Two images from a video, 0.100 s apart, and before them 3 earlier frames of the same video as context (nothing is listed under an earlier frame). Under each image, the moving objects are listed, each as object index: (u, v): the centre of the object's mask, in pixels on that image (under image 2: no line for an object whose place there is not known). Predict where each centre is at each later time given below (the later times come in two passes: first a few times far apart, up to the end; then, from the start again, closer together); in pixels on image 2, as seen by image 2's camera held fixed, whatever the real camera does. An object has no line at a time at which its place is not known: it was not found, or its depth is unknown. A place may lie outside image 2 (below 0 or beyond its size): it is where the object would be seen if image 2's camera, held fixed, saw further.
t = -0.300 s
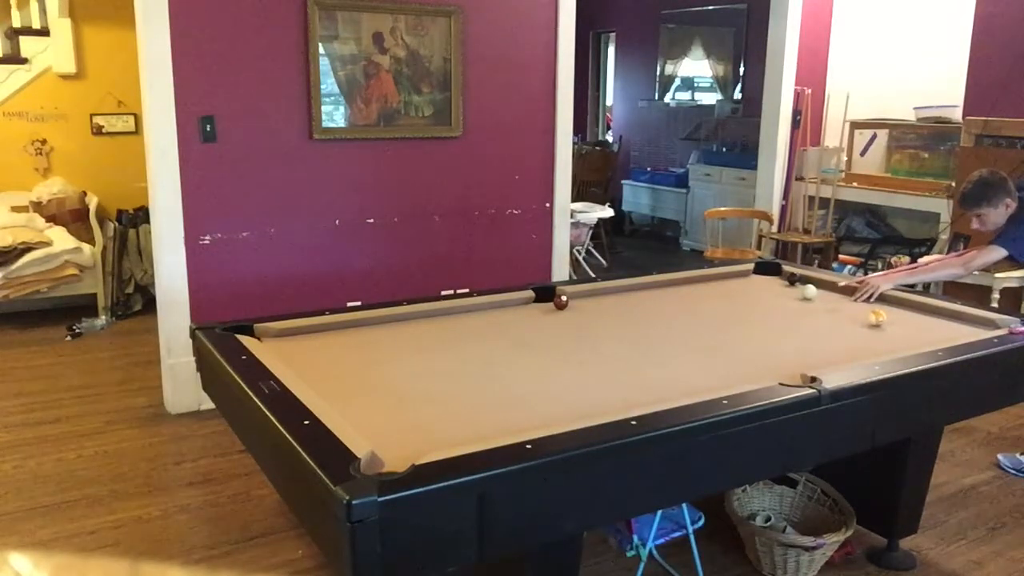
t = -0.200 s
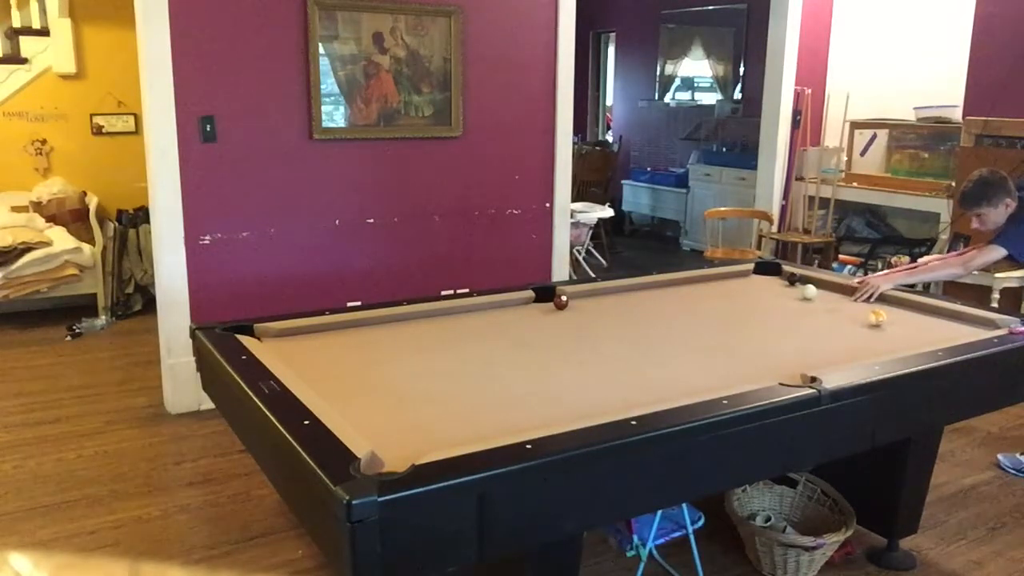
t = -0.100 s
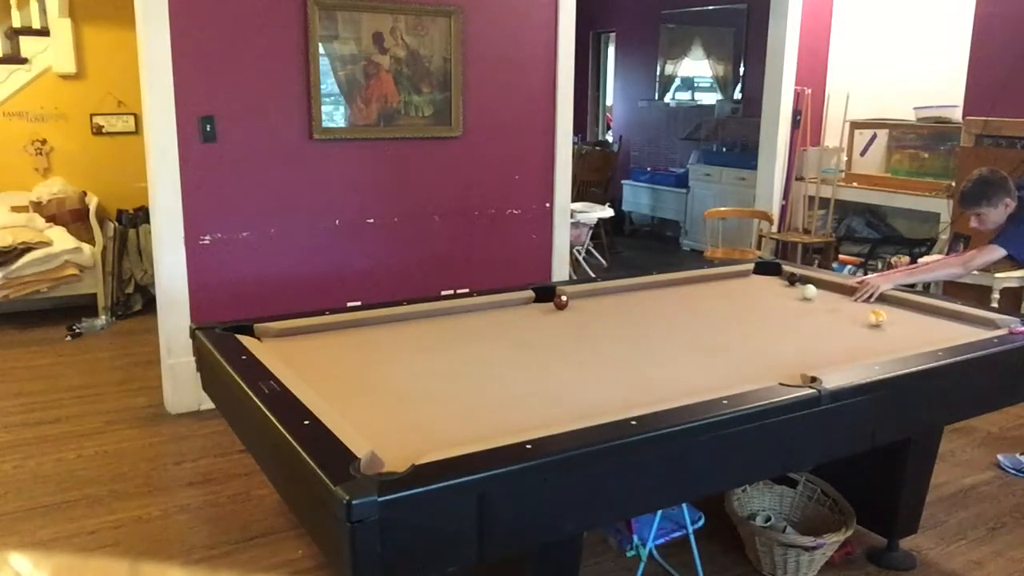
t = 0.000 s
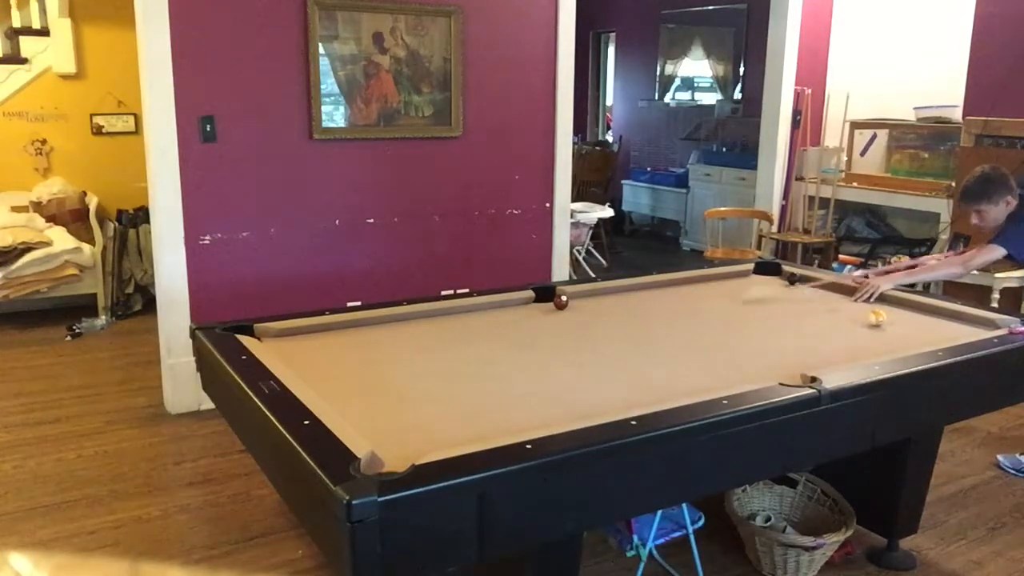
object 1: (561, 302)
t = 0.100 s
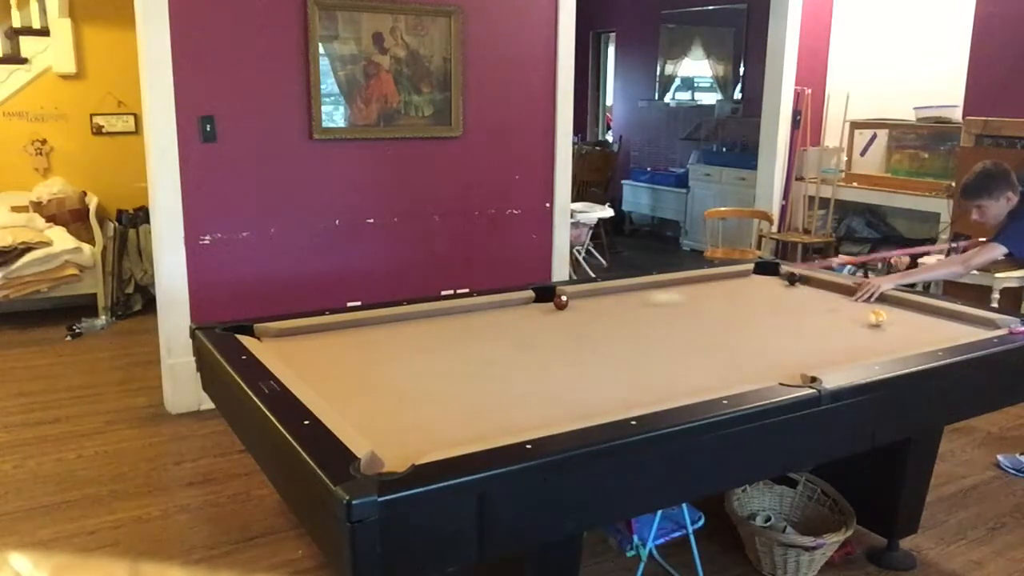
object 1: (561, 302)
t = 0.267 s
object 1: (501, 303)
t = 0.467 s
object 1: (400, 330)
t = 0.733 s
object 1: (301, 361)
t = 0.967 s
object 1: (394, 359)
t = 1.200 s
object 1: (482, 359)
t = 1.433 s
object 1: (565, 360)
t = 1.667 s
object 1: (648, 360)
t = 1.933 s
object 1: (737, 361)
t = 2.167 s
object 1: (812, 361)
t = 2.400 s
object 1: (861, 354)
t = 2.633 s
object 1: (880, 346)
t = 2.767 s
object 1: (889, 342)
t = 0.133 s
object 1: (561, 302)
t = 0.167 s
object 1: (561, 302)
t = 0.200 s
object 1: (558, 301)
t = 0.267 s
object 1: (501, 303)
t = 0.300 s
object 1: (482, 307)
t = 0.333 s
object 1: (467, 314)
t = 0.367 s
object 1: (450, 319)
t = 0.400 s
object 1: (433, 323)
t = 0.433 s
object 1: (416, 327)
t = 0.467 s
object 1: (400, 330)
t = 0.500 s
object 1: (386, 333)
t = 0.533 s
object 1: (370, 337)
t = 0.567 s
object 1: (354, 341)
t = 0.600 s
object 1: (337, 347)
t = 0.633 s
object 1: (319, 350)
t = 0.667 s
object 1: (302, 355)
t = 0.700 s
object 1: (290, 359)
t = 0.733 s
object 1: (301, 361)
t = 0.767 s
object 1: (316, 359)
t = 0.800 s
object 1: (329, 359)
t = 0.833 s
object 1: (342, 359)
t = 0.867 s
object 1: (356, 361)
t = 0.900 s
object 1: (369, 359)
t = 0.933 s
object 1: (381, 359)
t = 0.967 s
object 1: (394, 359)
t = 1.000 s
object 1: (407, 361)
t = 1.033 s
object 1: (420, 359)
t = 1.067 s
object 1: (433, 359)
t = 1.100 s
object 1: (444, 359)
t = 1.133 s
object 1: (456, 359)
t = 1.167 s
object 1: (469, 359)
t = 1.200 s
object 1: (482, 359)
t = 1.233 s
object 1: (494, 360)
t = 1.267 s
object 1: (505, 359)
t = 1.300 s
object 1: (517, 360)
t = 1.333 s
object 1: (530, 360)
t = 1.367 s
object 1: (541, 360)
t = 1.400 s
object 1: (553, 360)
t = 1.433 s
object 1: (565, 360)
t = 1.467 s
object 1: (579, 359)
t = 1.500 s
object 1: (590, 360)
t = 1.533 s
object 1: (602, 360)
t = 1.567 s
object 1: (614, 359)
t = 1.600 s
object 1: (625, 360)
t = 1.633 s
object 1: (636, 360)
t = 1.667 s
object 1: (648, 360)
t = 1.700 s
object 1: (660, 360)
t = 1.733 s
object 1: (670, 360)
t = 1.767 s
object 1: (681, 361)
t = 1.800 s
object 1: (692, 361)
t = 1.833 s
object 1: (704, 361)
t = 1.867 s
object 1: (715, 361)
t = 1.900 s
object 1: (726, 361)
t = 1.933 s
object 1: (737, 361)
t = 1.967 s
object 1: (748, 361)
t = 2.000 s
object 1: (759, 361)
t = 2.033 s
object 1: (769, 360)
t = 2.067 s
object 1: (781, 360)
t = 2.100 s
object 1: (792, 360)
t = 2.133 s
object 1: (803, 362)
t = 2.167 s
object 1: (812, 361)
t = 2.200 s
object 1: (824, 360)
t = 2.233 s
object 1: (833, 359)
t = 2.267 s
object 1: (843, 358)
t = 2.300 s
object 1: (852, 357)
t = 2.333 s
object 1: (855, 356)
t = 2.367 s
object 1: (858, 355)
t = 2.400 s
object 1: (861, 354)
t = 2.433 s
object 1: (863, 352)
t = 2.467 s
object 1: (867, 351)
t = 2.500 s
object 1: (869, 350)
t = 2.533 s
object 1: (872, 349)
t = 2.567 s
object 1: (874, 348)
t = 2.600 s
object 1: (877, 347)
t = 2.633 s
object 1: (880, 346)
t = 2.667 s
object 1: (882, 345)
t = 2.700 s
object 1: (885, 344)
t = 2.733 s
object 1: (887, 342)
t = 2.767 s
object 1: (889, 342)
